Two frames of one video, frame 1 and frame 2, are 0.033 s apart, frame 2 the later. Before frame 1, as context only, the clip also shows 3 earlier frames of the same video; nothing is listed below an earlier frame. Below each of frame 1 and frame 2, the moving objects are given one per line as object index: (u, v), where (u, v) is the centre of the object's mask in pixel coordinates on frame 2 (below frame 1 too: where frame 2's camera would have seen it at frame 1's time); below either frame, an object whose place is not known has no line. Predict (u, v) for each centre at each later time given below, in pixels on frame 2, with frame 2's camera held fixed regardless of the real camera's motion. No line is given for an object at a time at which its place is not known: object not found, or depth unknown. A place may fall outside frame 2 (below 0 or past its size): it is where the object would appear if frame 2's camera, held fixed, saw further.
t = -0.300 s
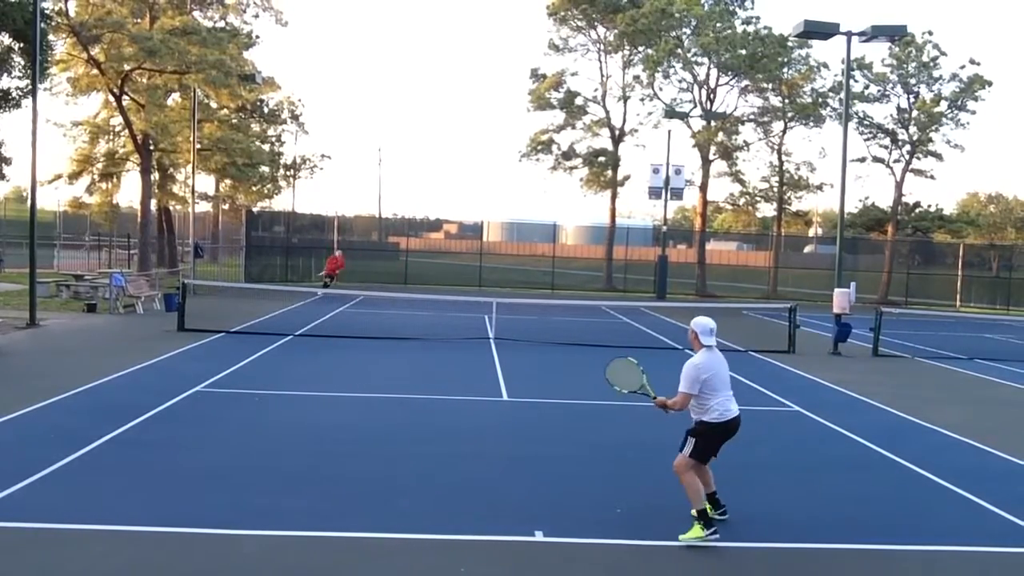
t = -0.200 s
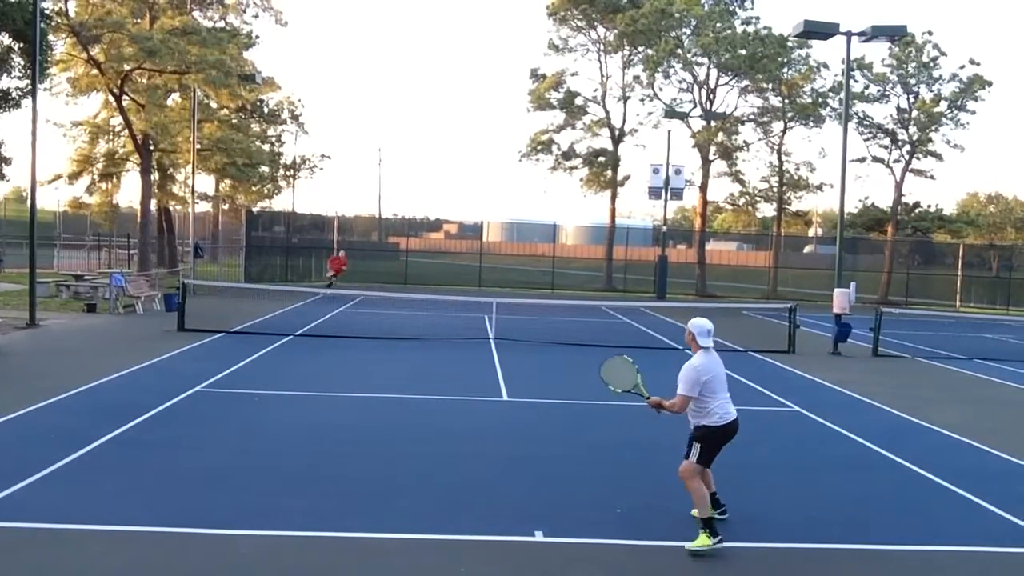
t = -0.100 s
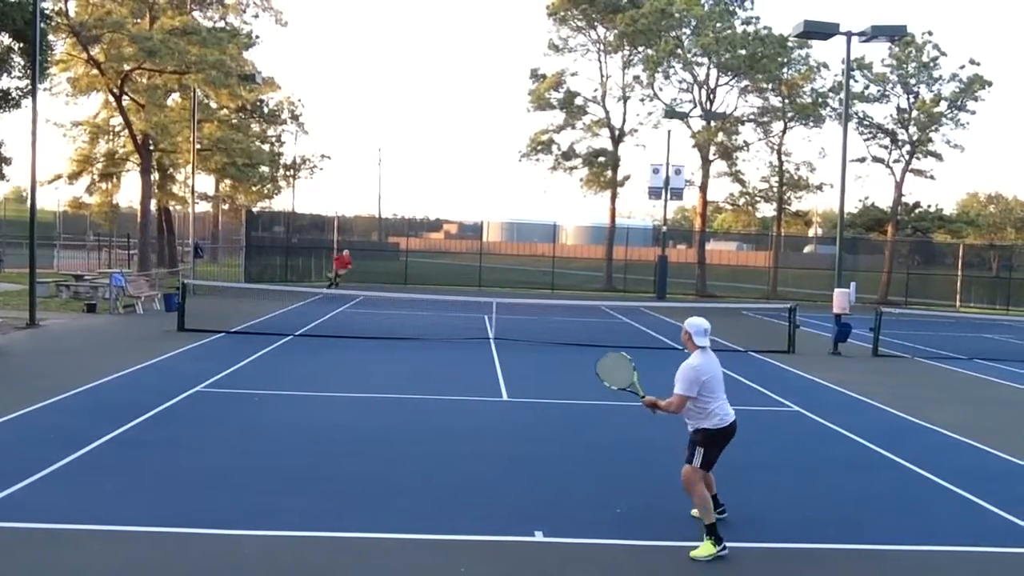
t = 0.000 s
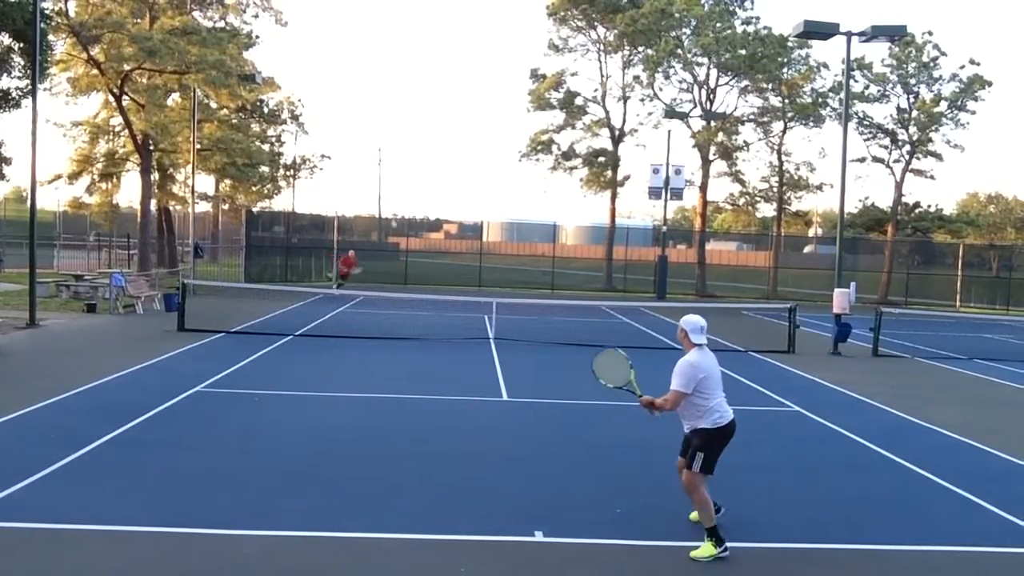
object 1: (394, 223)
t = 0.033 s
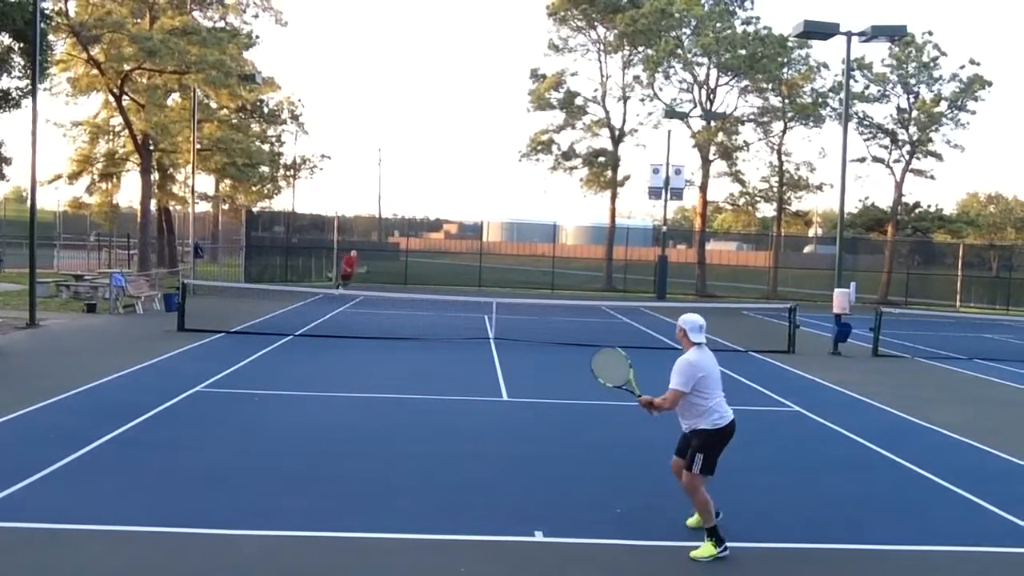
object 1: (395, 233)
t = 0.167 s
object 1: (406, 287)
